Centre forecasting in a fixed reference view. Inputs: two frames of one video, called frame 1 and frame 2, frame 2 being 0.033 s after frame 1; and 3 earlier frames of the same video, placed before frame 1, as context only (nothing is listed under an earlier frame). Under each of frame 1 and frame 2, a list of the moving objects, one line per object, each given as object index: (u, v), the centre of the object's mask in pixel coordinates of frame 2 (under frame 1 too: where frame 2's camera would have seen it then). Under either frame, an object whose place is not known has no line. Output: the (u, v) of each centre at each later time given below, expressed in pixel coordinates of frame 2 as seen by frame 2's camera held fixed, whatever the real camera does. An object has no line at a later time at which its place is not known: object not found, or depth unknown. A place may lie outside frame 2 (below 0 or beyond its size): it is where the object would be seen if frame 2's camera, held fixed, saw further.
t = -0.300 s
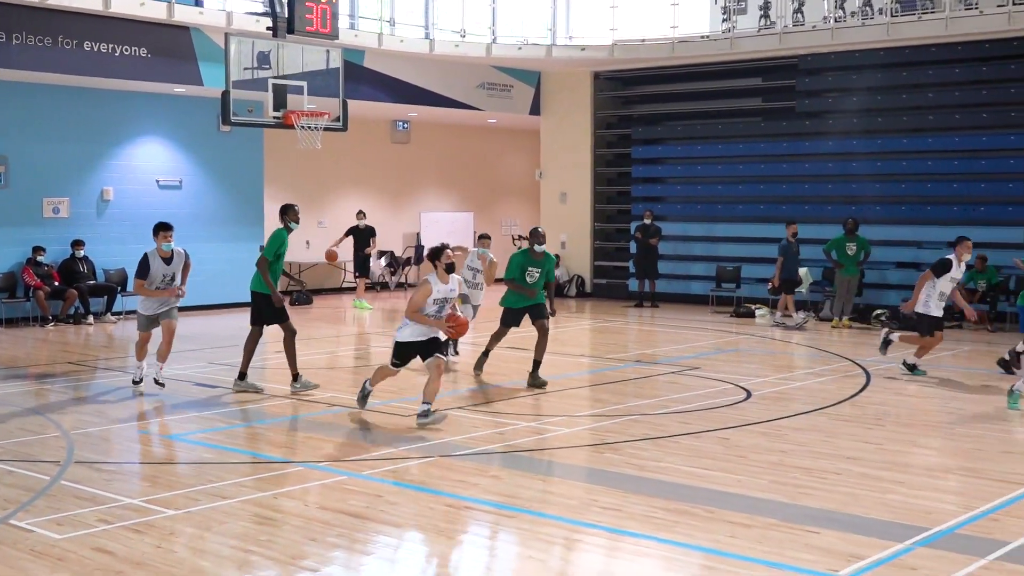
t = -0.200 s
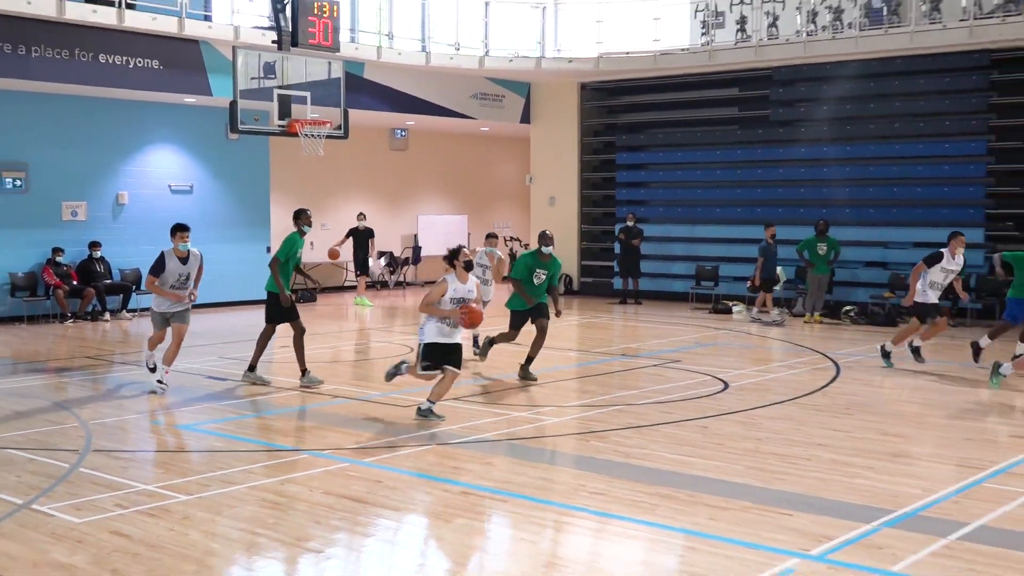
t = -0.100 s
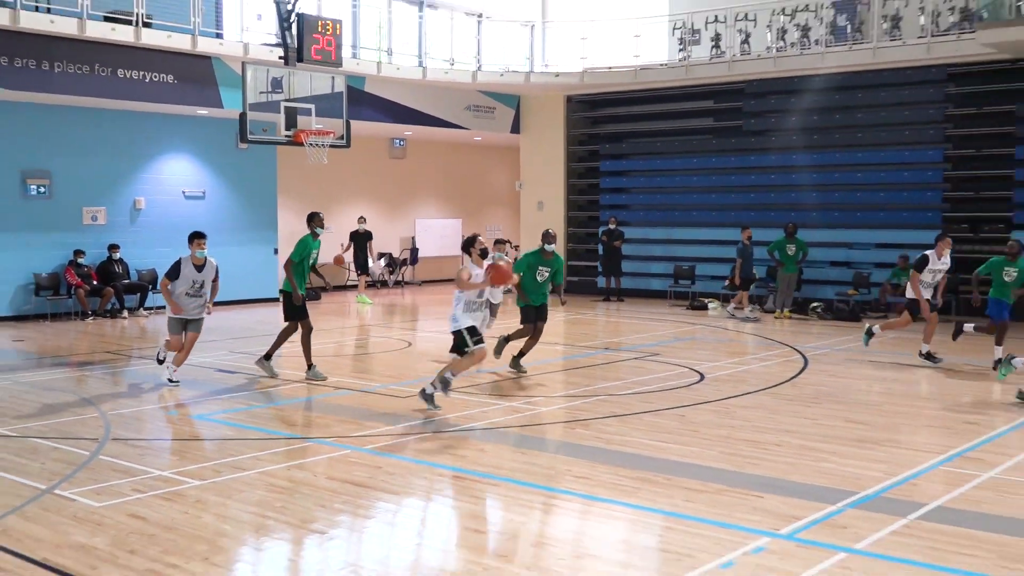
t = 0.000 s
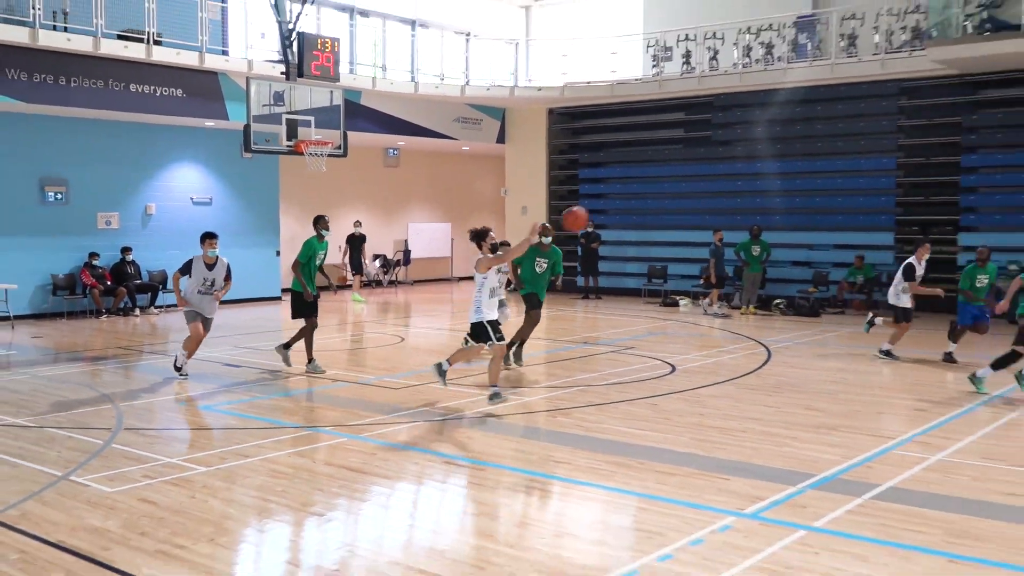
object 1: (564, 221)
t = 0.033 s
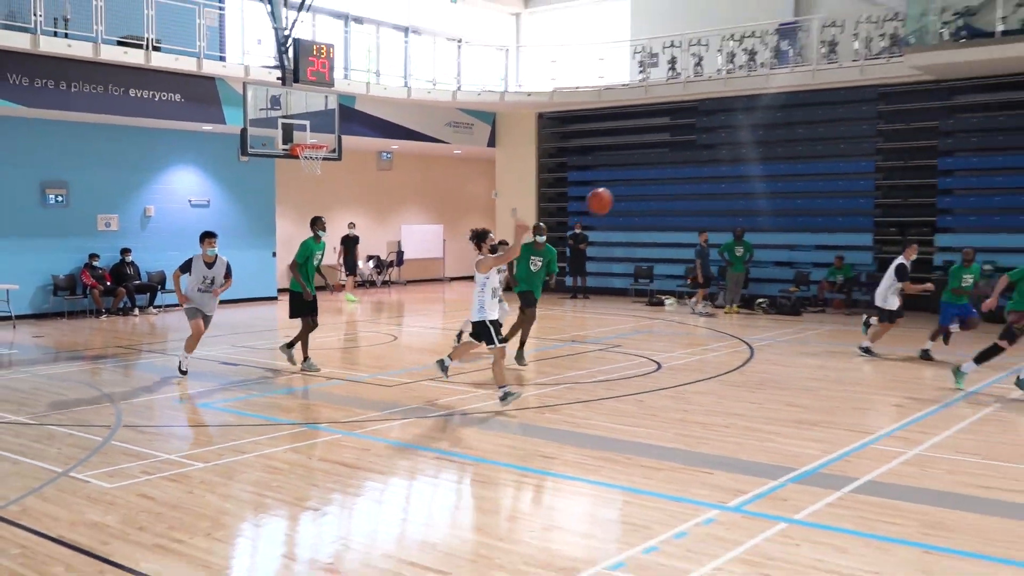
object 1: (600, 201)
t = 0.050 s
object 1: (617, 191)
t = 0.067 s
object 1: (634, 181)
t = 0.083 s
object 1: (652, 172)
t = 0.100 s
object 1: (669, 162)
